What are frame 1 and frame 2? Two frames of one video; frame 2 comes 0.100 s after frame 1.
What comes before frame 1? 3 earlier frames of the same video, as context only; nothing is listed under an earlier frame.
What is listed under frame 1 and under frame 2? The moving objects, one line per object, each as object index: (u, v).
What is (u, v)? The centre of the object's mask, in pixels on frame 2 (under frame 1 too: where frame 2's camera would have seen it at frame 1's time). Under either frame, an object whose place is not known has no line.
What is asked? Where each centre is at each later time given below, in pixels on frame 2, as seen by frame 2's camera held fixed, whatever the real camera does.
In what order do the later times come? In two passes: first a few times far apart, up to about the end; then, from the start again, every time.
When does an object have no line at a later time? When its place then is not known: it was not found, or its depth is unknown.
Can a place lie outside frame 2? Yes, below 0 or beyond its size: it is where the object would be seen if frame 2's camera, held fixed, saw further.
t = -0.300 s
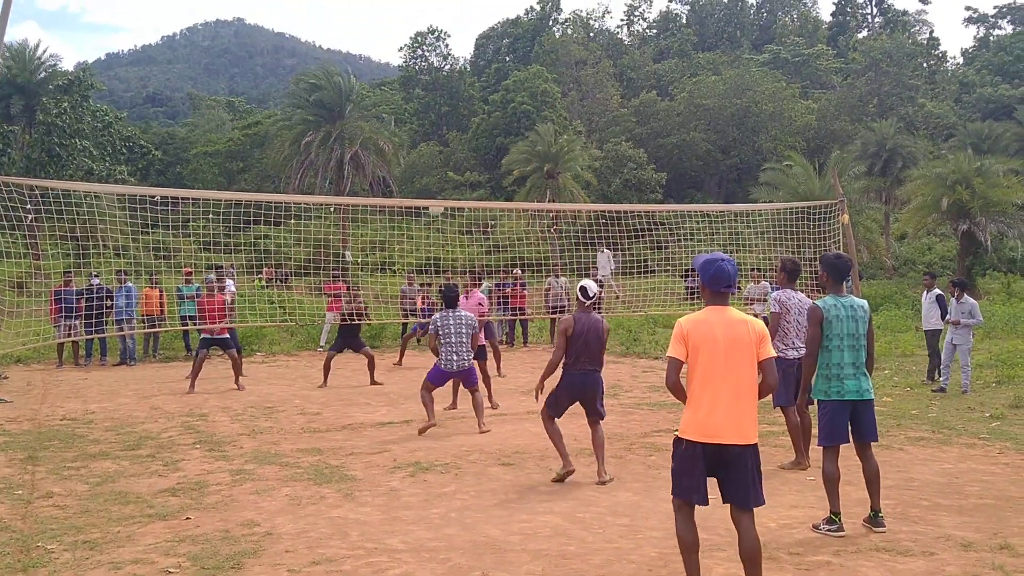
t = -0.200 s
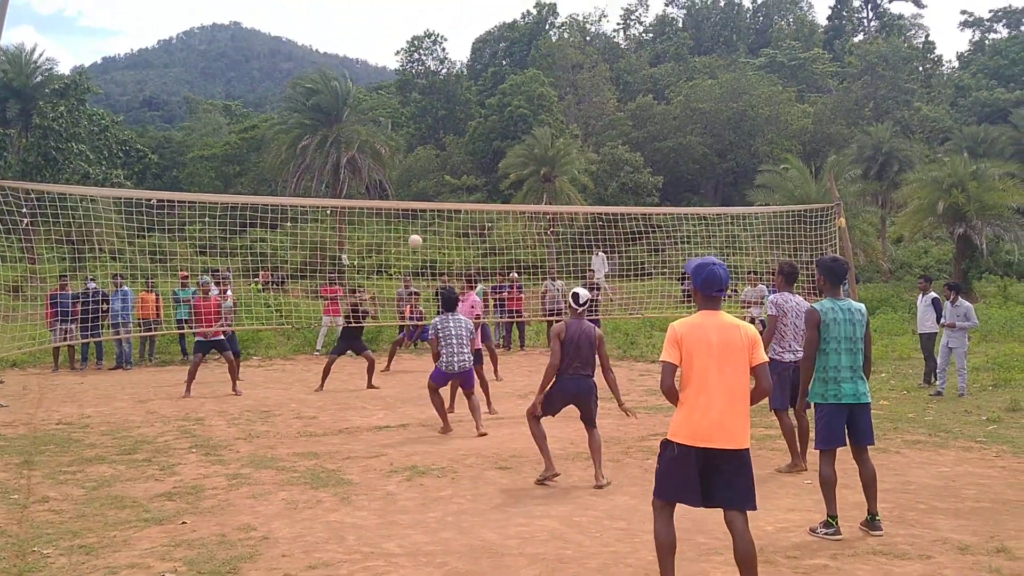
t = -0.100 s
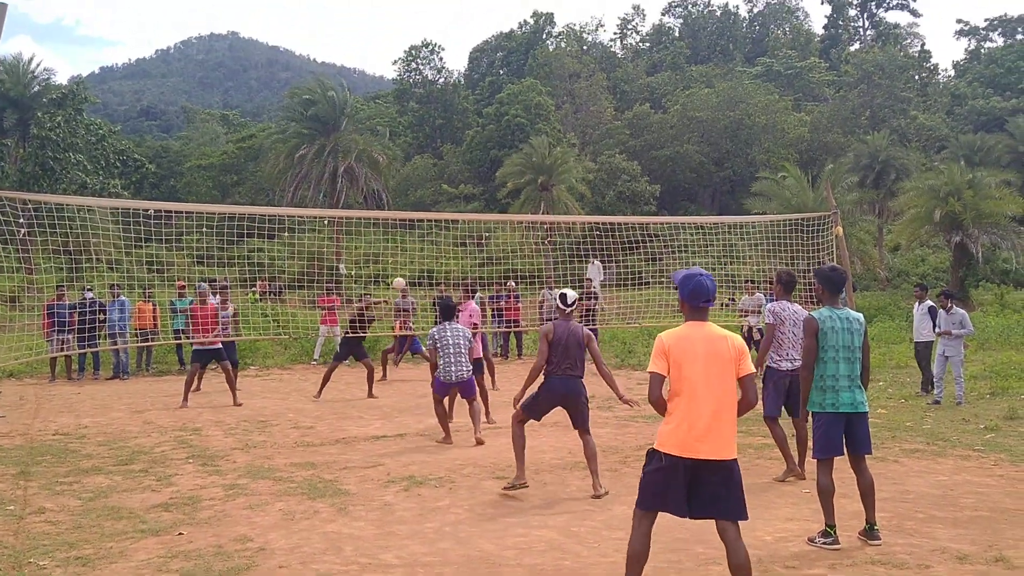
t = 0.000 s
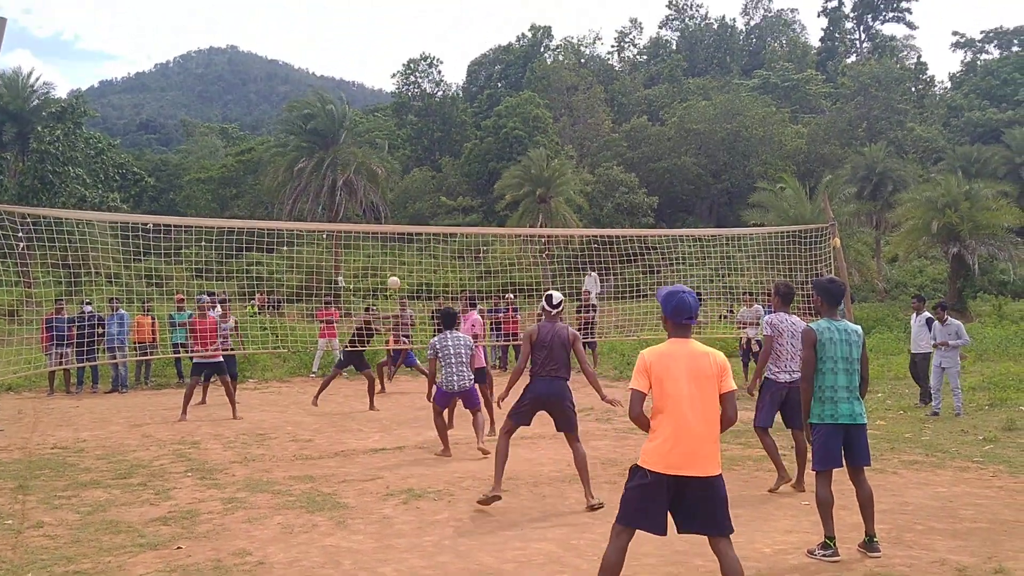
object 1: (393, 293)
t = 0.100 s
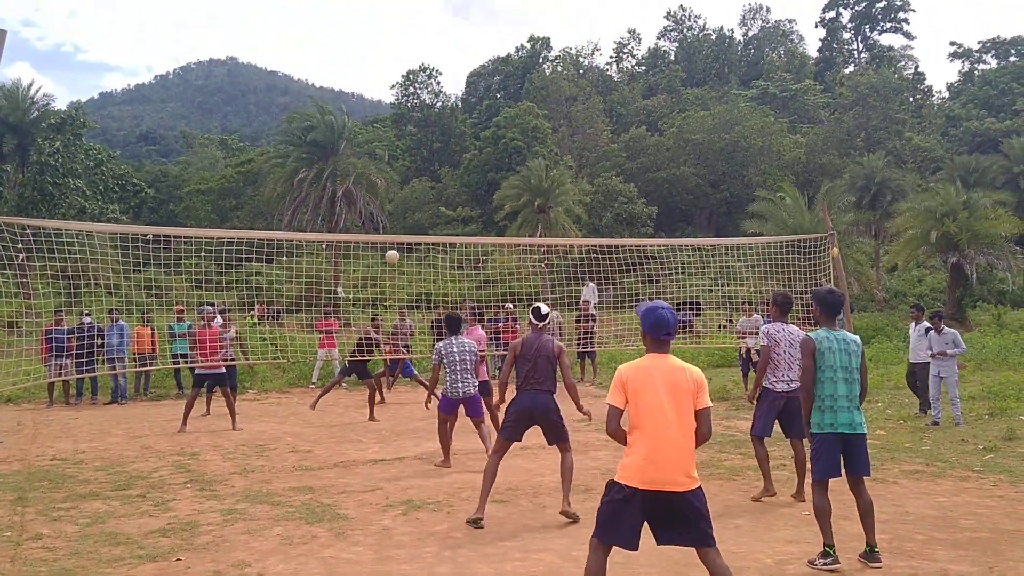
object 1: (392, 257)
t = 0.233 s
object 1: (390, 214)
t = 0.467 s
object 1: (387, 155)
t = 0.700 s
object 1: (384, 131)
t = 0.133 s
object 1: (391, 247)
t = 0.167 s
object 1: (391, 231)
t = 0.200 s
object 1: (391, 224)
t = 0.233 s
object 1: (390, 214)
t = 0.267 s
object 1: (390, 204)
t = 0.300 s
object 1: (389, 195)
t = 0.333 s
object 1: (389, 186)
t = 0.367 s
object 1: (389, 177)
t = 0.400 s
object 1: (388, 169)
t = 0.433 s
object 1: (387, 162)
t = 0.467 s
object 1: (387, 155)
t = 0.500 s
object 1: (386, 149)
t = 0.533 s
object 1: (386, 144)
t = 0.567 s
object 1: (385, 139)
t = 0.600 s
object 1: (385, 136)
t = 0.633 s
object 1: (384, 133)
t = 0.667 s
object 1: (384, 132)
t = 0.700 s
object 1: (384, 131)
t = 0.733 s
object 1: (383, 131)
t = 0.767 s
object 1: (382, 133)
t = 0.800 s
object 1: (382, 136)
